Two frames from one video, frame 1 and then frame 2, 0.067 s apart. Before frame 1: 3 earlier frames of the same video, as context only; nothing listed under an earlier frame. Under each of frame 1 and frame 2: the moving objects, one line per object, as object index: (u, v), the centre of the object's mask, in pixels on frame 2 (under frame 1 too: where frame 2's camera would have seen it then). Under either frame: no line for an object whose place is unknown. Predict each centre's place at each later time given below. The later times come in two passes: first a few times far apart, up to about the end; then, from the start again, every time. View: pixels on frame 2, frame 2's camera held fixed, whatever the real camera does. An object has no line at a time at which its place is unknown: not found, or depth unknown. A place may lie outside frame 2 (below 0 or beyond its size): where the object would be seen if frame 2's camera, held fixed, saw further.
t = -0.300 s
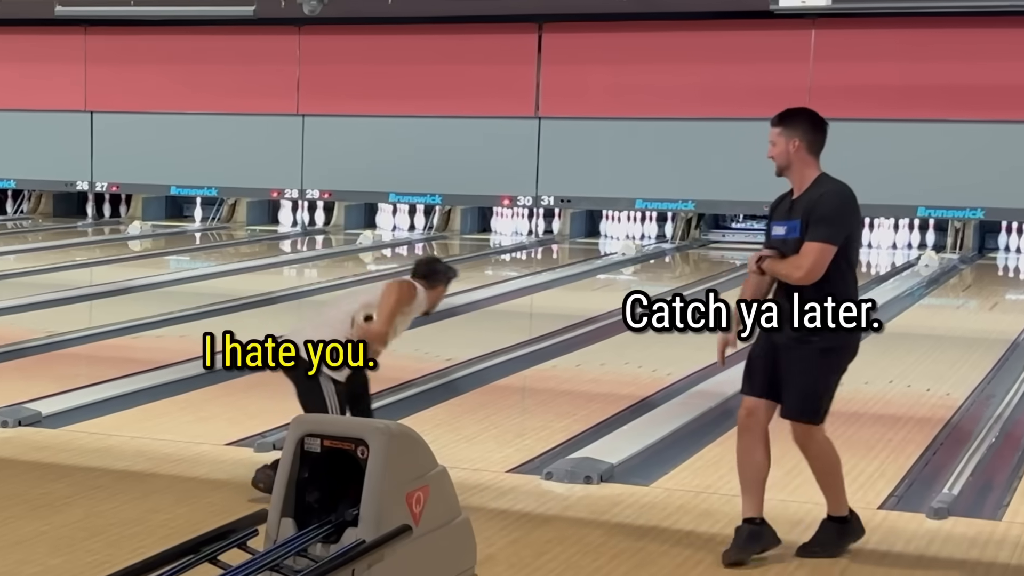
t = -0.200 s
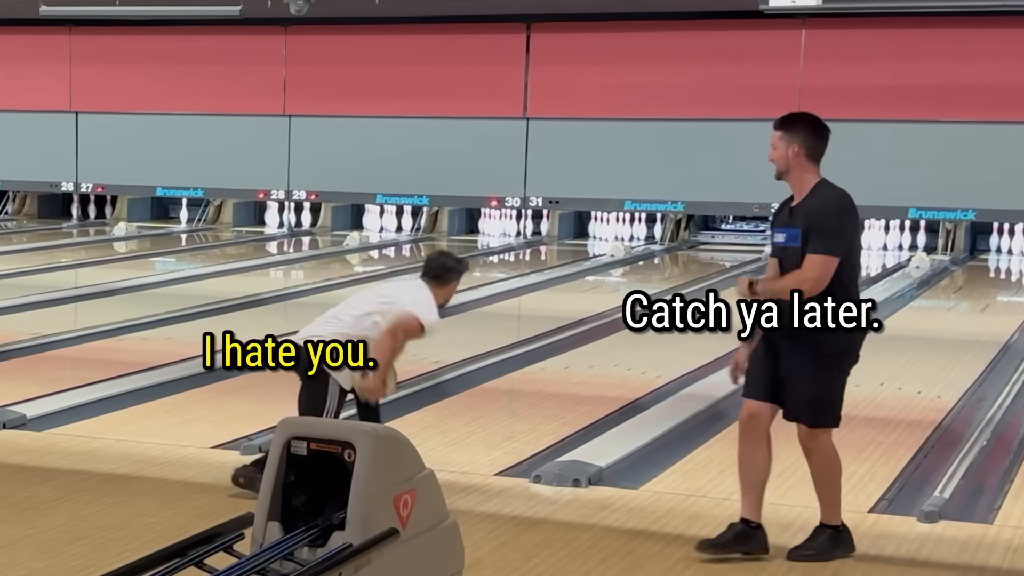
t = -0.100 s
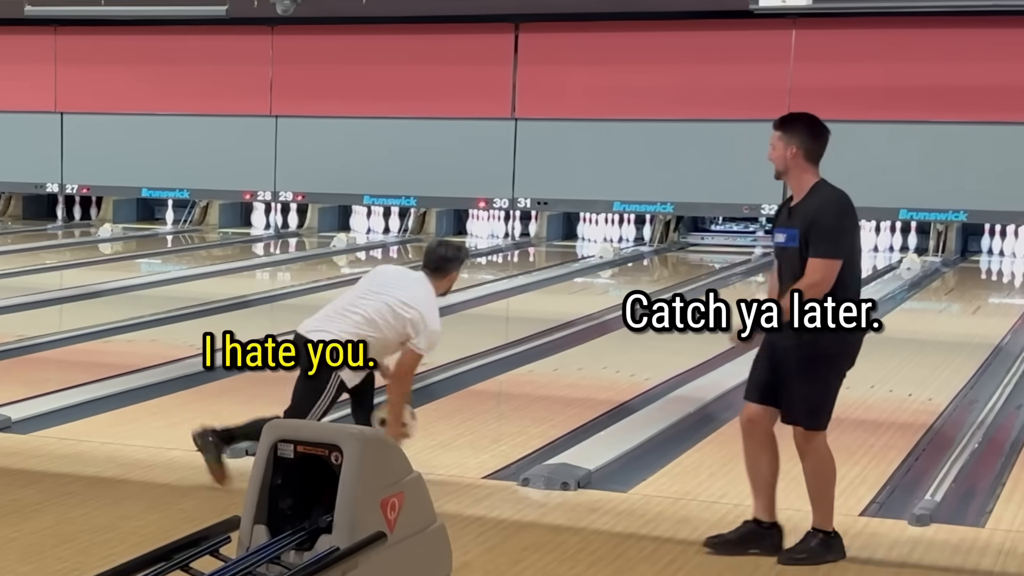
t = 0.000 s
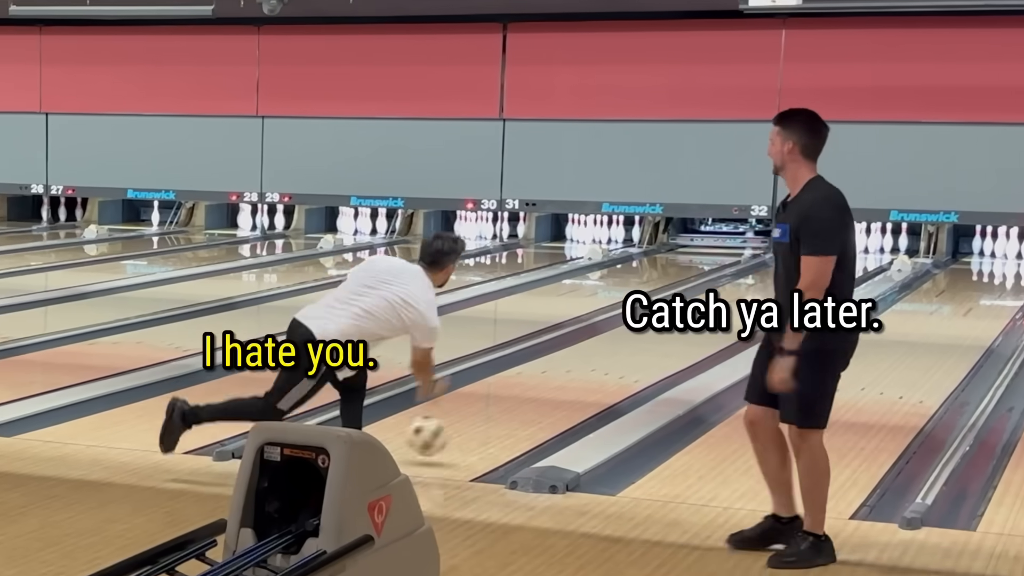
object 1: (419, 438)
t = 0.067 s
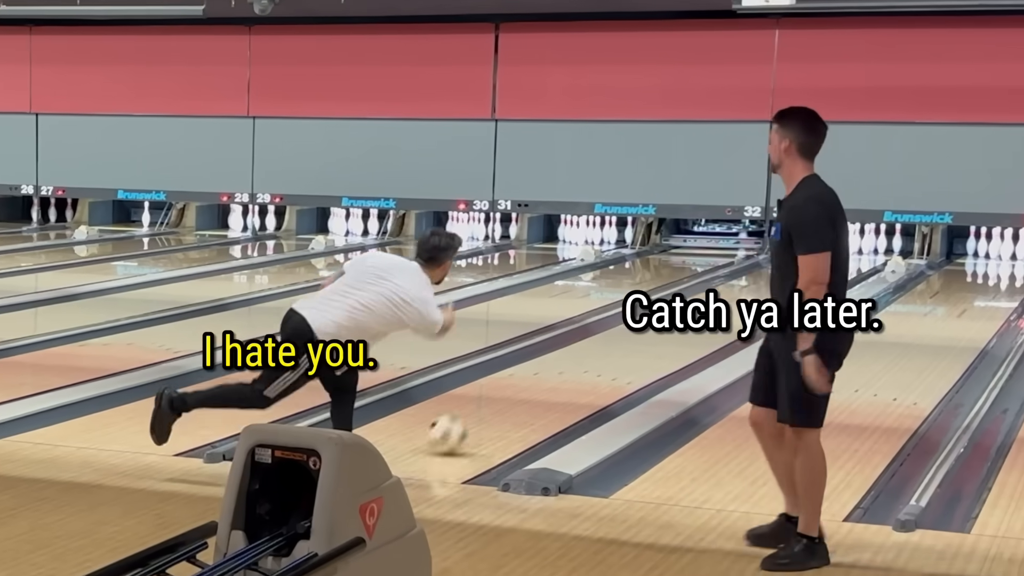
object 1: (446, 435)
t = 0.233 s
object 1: (512, 411)
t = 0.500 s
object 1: (597, 377)
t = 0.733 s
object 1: (655, 355)
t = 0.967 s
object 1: (702, 336)
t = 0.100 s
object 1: (461, 430)
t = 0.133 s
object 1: (474, 424)
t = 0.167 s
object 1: (487, 419)
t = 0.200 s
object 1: (499, 415)
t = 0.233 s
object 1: (512, 411)
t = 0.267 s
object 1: (524, 406)
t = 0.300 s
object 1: (535, 401)
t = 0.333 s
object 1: (546, 397)
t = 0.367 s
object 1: (557, 392)
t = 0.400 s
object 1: (569, 388)
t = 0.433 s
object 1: (578, 384)
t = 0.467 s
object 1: (587, 382)
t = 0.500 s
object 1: (597, 377)
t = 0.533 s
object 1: (605, 374)
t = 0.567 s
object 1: (615, 371)
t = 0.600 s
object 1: (622, 367)
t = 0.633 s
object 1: (631, 364)
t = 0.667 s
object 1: (639, 362)
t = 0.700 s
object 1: (647, 358)
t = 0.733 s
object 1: (655, 355)
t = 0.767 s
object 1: (662, 352)
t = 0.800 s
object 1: (670, 349)
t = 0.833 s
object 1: (676, 347)
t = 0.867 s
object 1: (684, 344)
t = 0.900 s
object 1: (689, 342)
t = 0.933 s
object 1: (696, 339)
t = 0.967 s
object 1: (702, 336)
